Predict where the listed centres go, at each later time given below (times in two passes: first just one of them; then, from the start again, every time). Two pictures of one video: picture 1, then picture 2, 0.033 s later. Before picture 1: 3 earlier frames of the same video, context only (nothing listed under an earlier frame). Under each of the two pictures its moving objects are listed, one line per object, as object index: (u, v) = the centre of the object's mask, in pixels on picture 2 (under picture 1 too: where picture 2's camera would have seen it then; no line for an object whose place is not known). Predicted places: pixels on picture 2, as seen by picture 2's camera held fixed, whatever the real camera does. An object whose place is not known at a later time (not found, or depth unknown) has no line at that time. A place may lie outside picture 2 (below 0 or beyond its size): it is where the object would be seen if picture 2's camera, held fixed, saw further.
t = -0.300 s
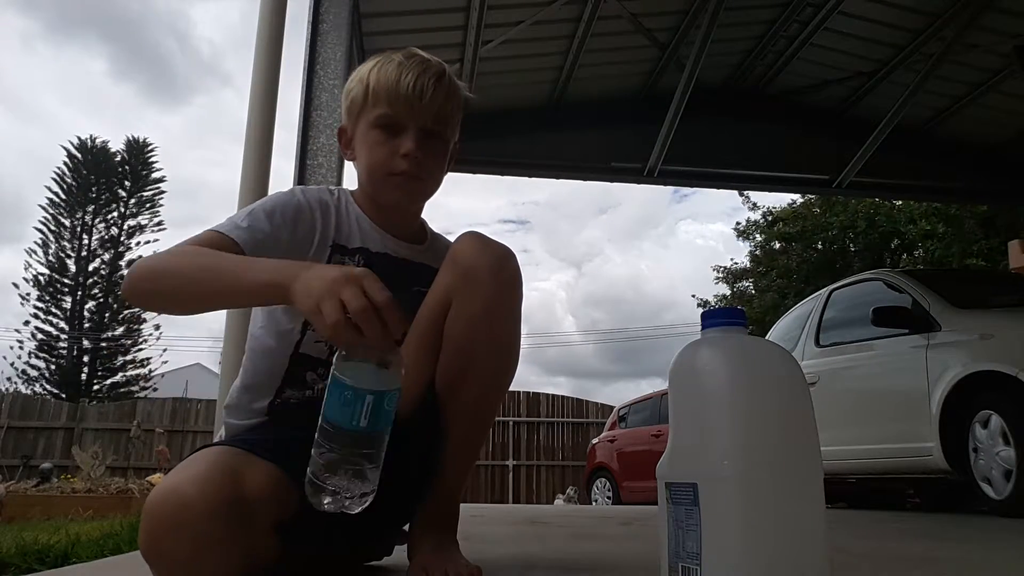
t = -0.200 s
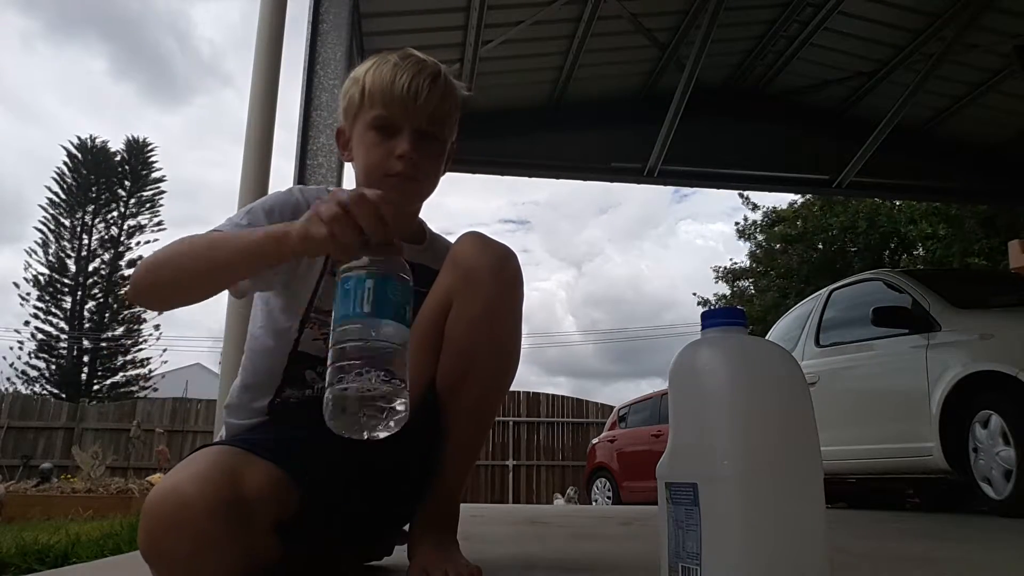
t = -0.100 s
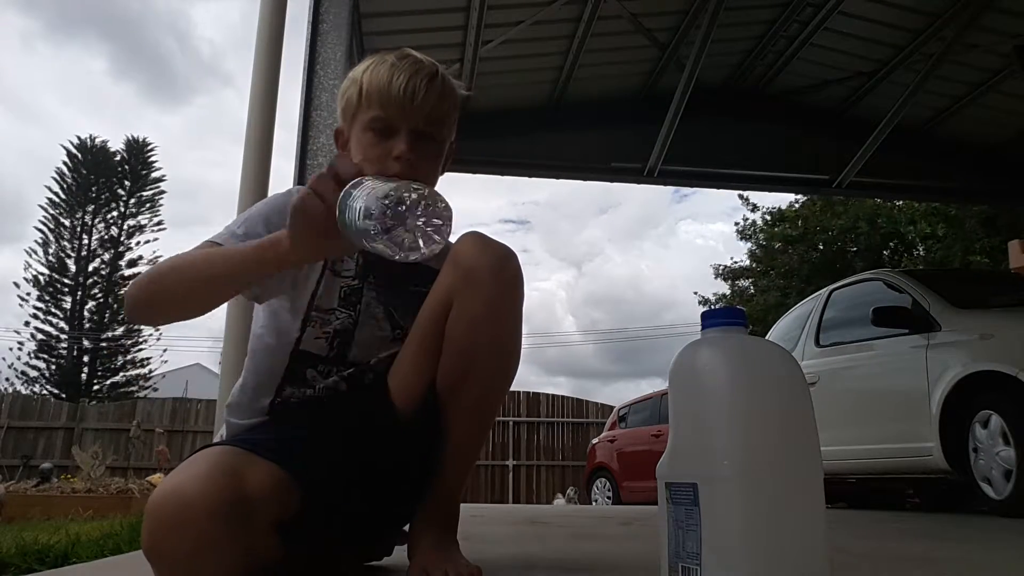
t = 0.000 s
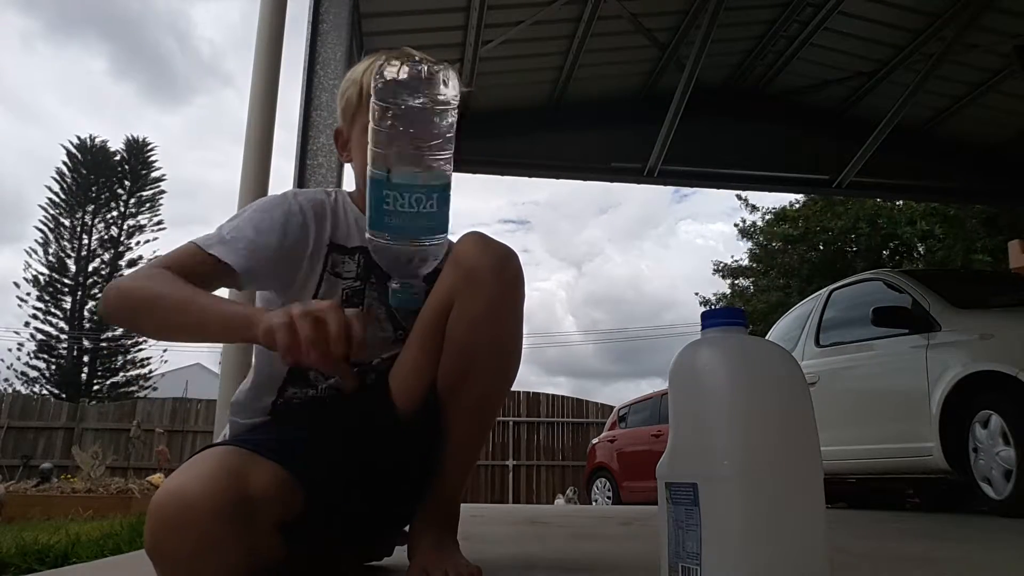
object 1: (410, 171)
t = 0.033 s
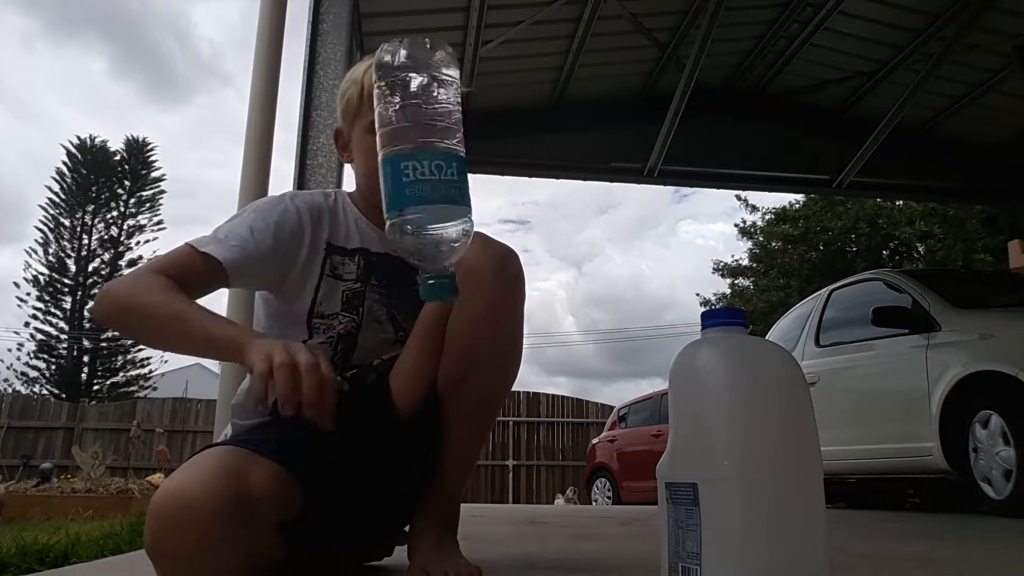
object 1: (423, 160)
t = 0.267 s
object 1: (445, 367)
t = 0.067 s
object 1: (437, 147)
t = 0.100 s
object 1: (449, 133)
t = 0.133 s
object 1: (459, 128)
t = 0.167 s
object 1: (463, 137)
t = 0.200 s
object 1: (459, 174)
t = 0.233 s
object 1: (453, 251)
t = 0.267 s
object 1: (445, 367)
